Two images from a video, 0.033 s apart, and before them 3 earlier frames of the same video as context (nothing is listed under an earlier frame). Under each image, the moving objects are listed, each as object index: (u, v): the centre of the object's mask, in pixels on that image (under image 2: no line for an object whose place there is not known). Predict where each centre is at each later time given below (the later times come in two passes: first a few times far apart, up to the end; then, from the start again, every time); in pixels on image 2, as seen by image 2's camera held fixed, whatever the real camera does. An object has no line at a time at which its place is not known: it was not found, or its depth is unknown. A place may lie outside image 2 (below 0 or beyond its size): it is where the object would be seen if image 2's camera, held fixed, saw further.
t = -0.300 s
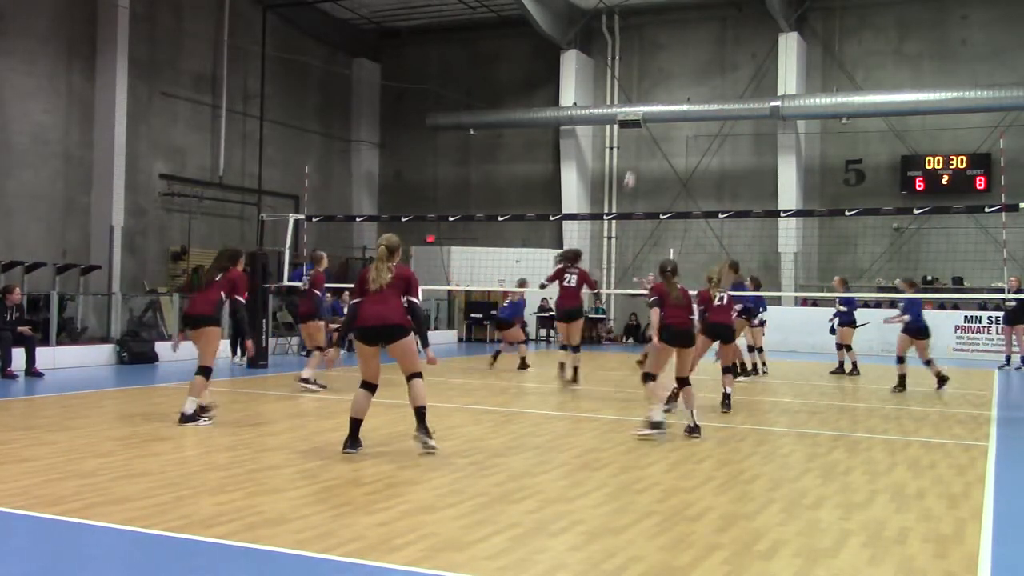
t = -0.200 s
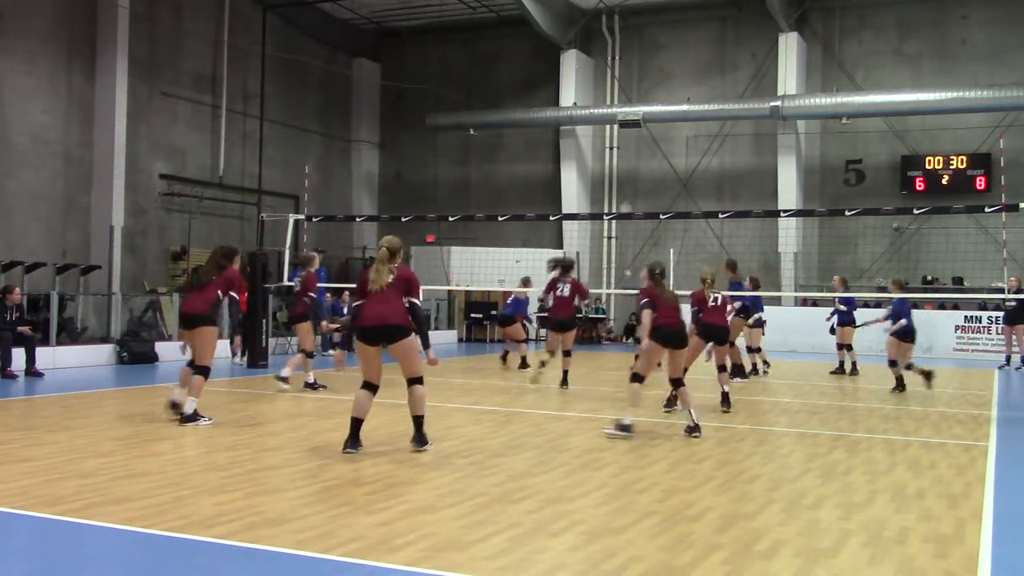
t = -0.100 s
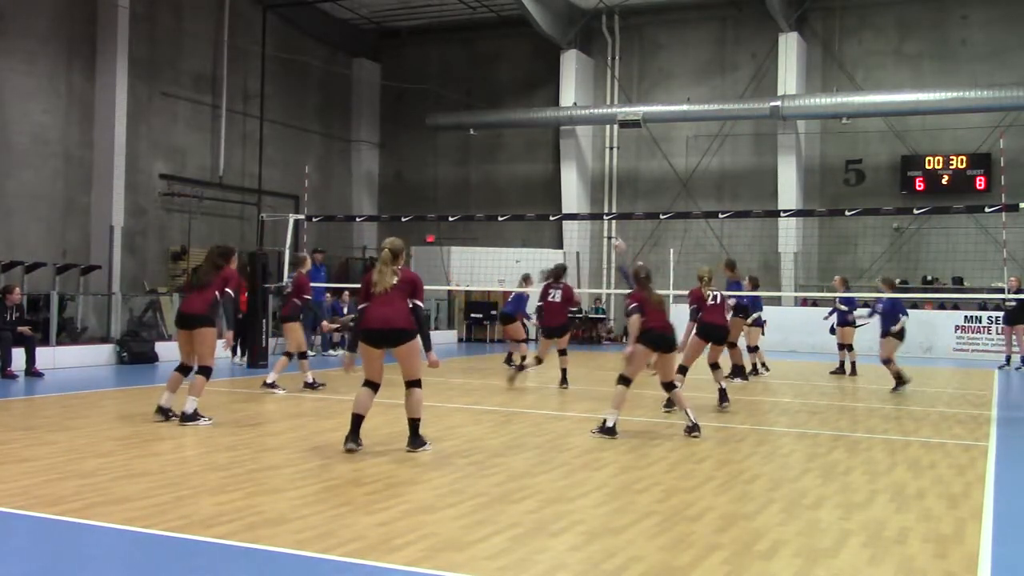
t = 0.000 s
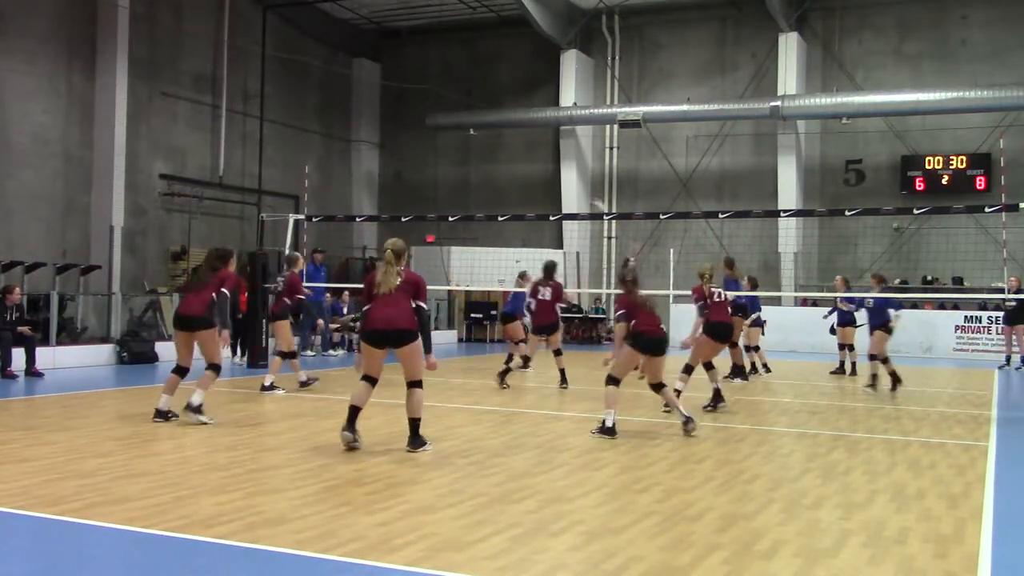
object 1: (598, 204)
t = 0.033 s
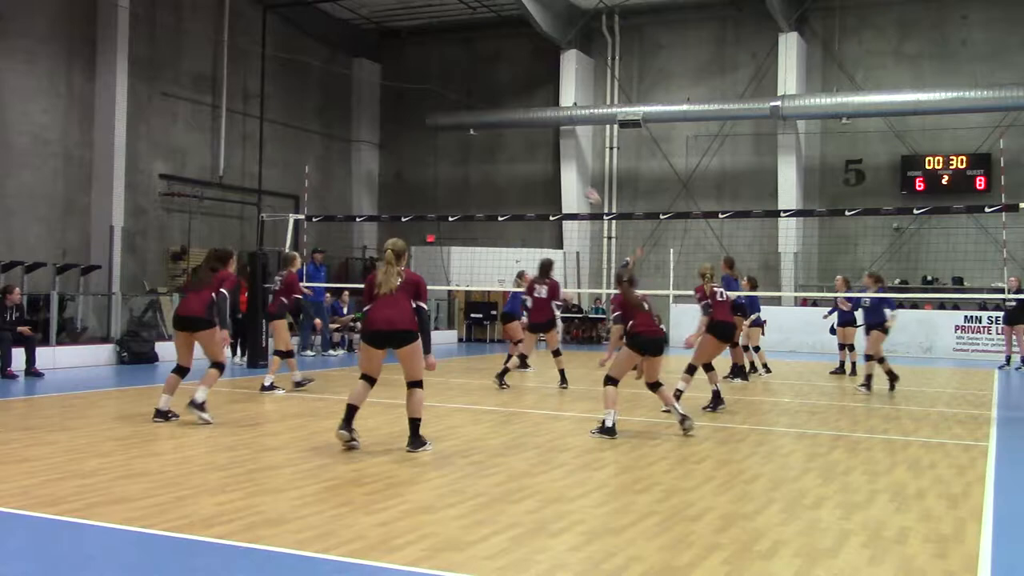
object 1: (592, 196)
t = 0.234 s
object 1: (544, 136)
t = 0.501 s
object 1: (459, 94)
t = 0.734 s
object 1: (354, 110)
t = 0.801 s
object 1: (319, 127)
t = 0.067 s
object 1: (585, 185)
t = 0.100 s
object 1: (576, 174)
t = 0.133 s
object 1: (569, 163)
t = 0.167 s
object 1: (560, 154)
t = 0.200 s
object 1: (553, 146)
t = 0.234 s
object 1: (544, 136)
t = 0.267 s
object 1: (535, 128)
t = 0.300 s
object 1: (526, 122)
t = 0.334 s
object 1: (517, 114)
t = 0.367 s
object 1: (505, 108)
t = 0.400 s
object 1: (495, 103)
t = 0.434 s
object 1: (483, 99)
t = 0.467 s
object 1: (471, 97)
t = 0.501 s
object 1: (459, 94)
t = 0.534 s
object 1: (447, 92)
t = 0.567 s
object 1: (433, 92)
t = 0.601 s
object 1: (419, 93)
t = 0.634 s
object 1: (404, 95)
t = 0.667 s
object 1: (390, 98)
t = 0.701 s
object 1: (374, 103)
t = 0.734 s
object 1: (354, 110)
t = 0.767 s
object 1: (337, 117)
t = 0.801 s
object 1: (319, 127)
